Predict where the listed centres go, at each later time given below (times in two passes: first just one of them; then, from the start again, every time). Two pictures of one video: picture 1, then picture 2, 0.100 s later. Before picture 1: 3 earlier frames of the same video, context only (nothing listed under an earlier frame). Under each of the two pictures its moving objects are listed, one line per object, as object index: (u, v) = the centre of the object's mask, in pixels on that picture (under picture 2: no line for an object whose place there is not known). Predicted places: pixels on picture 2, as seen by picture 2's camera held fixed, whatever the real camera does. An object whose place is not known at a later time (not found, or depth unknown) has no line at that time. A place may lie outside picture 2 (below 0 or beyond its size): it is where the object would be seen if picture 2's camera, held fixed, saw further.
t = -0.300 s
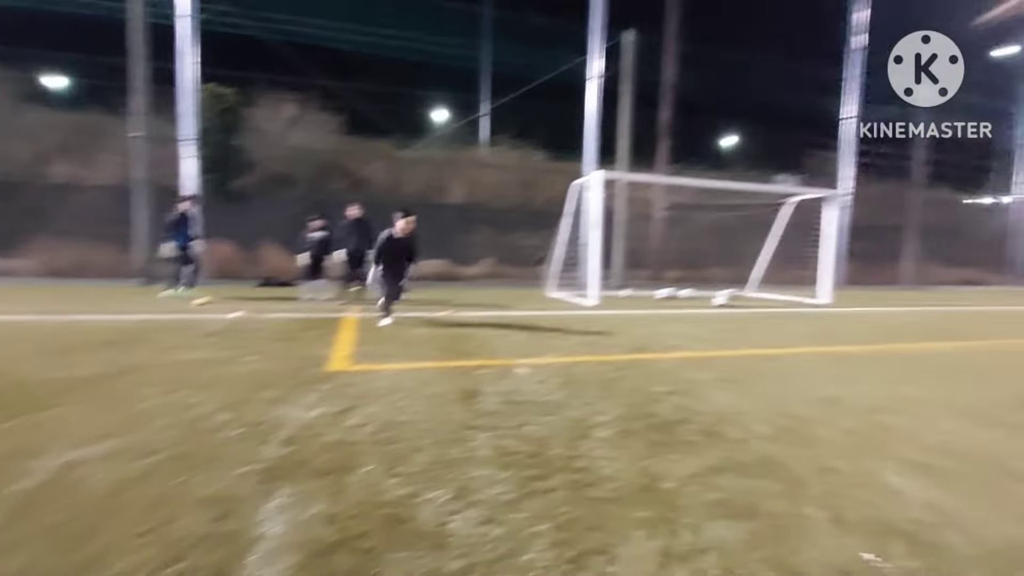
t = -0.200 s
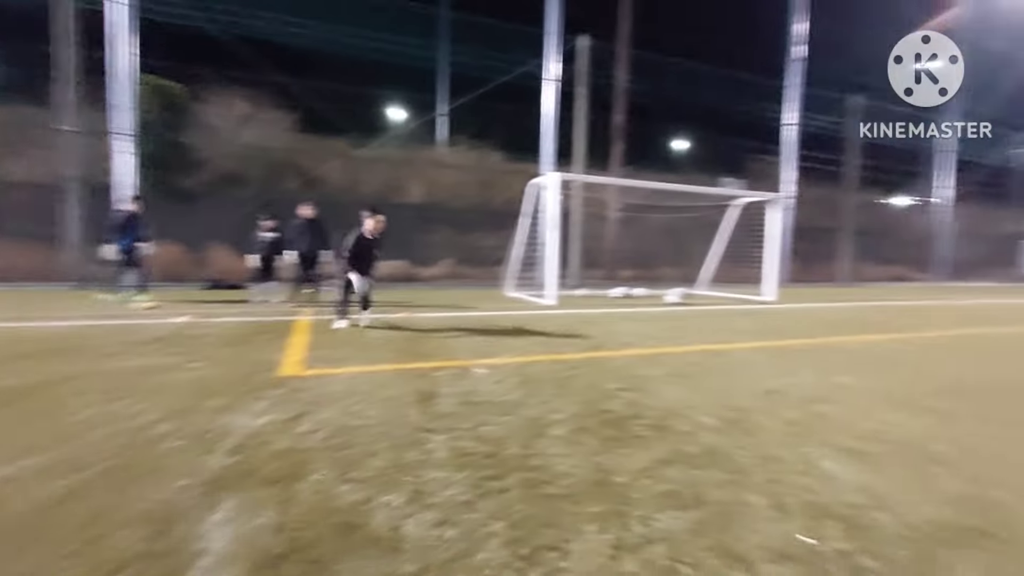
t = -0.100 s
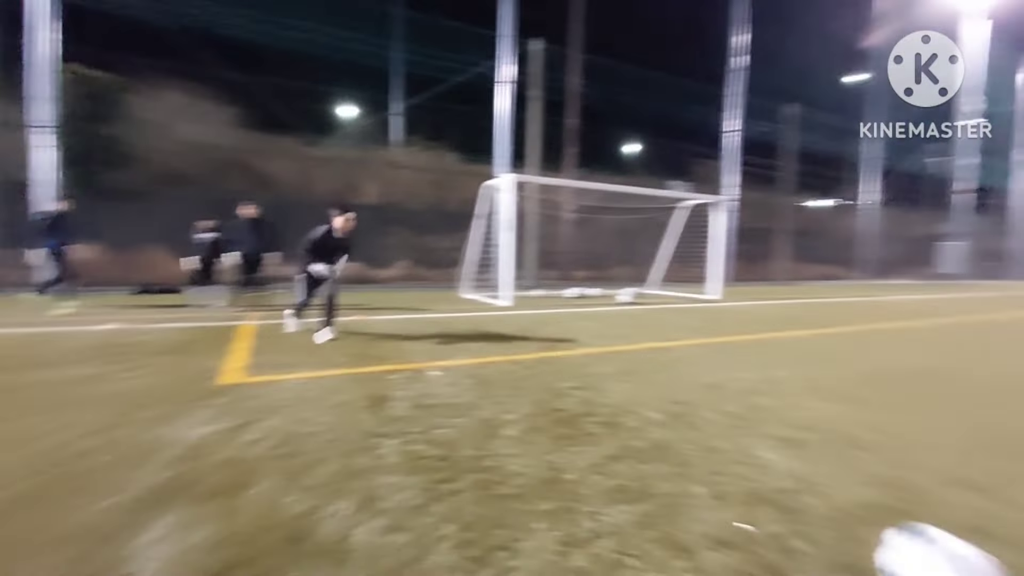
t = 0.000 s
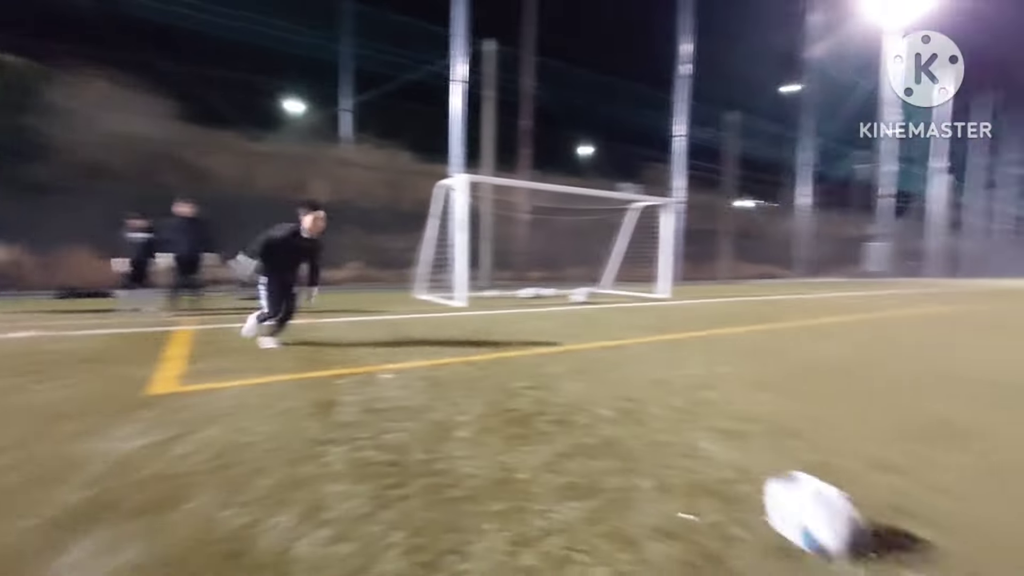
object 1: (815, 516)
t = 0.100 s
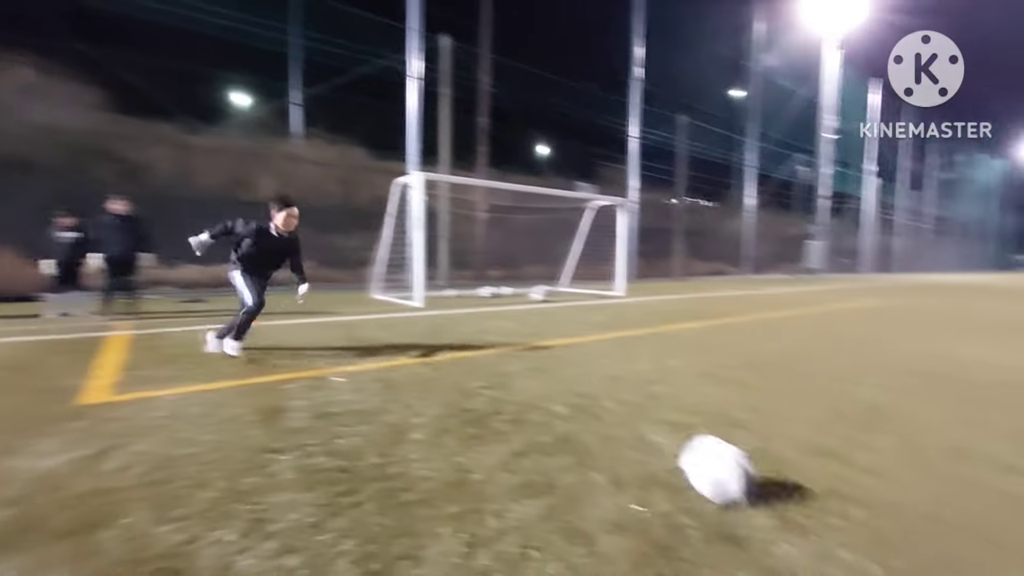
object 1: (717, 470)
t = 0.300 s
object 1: (671, 422)
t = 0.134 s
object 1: (707, 459)
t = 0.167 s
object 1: (699, 451)
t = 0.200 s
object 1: (692, 440)
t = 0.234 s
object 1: (683, 433)
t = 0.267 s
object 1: (679, 429)
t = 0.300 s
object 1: (671, 422)
